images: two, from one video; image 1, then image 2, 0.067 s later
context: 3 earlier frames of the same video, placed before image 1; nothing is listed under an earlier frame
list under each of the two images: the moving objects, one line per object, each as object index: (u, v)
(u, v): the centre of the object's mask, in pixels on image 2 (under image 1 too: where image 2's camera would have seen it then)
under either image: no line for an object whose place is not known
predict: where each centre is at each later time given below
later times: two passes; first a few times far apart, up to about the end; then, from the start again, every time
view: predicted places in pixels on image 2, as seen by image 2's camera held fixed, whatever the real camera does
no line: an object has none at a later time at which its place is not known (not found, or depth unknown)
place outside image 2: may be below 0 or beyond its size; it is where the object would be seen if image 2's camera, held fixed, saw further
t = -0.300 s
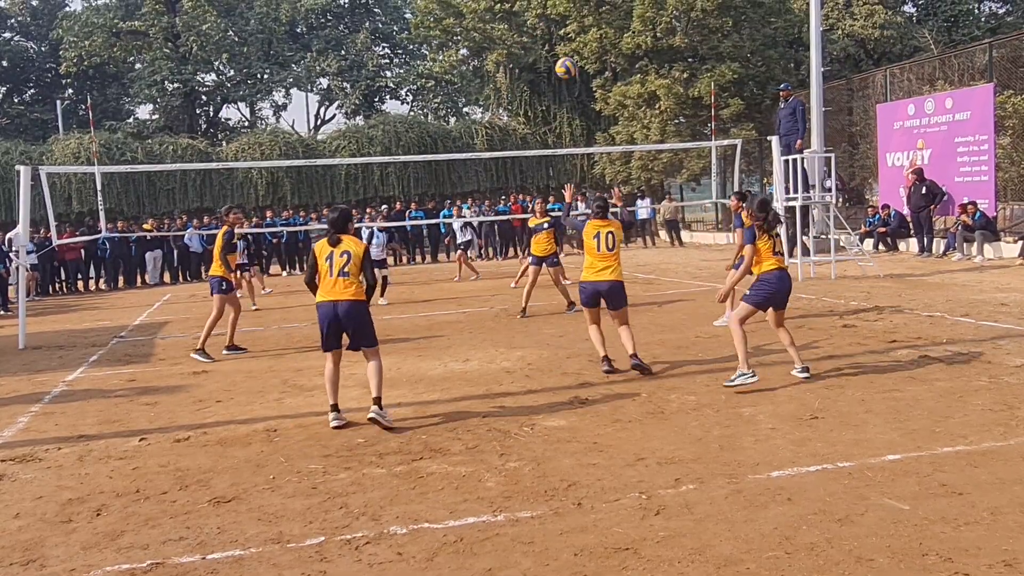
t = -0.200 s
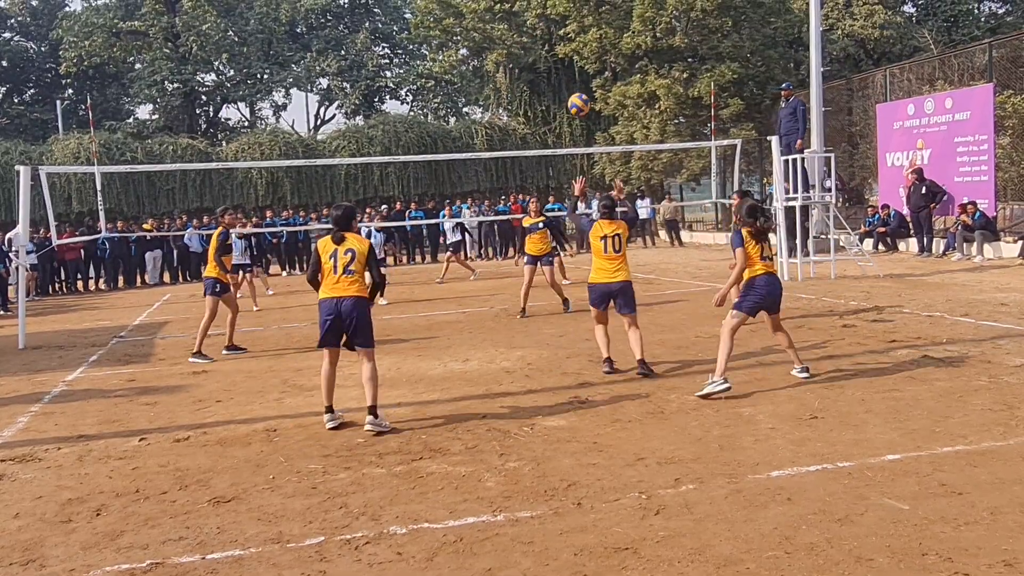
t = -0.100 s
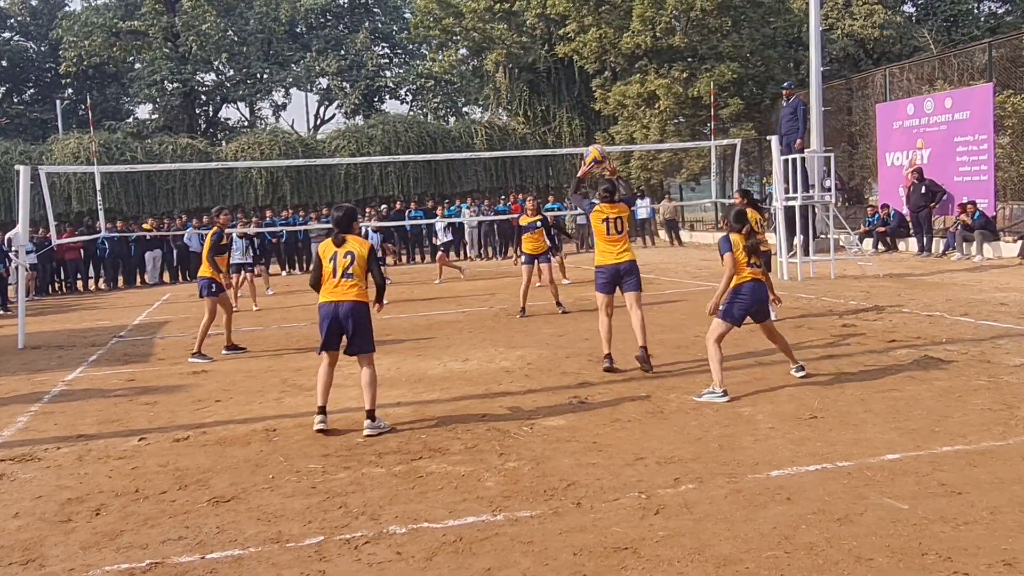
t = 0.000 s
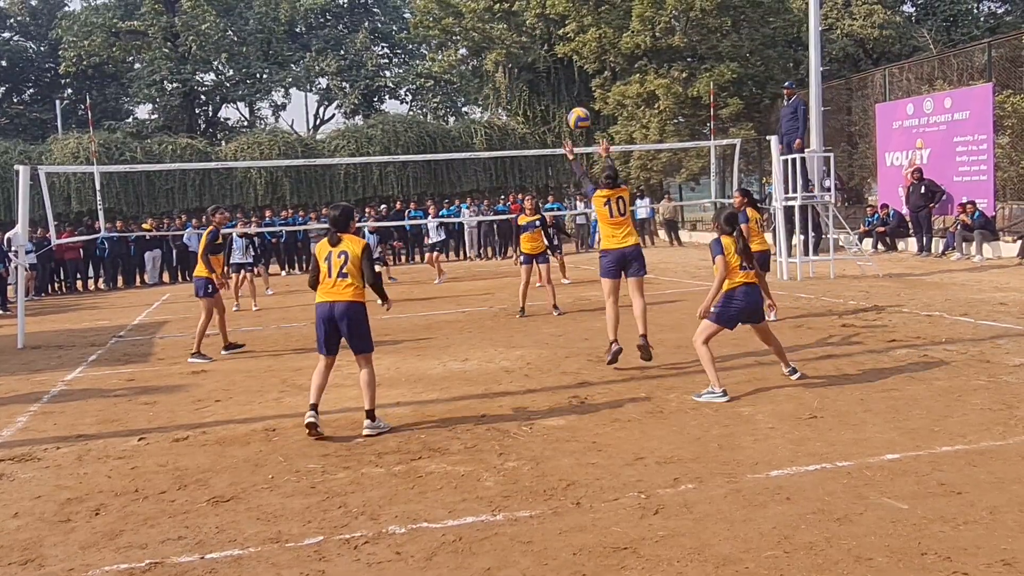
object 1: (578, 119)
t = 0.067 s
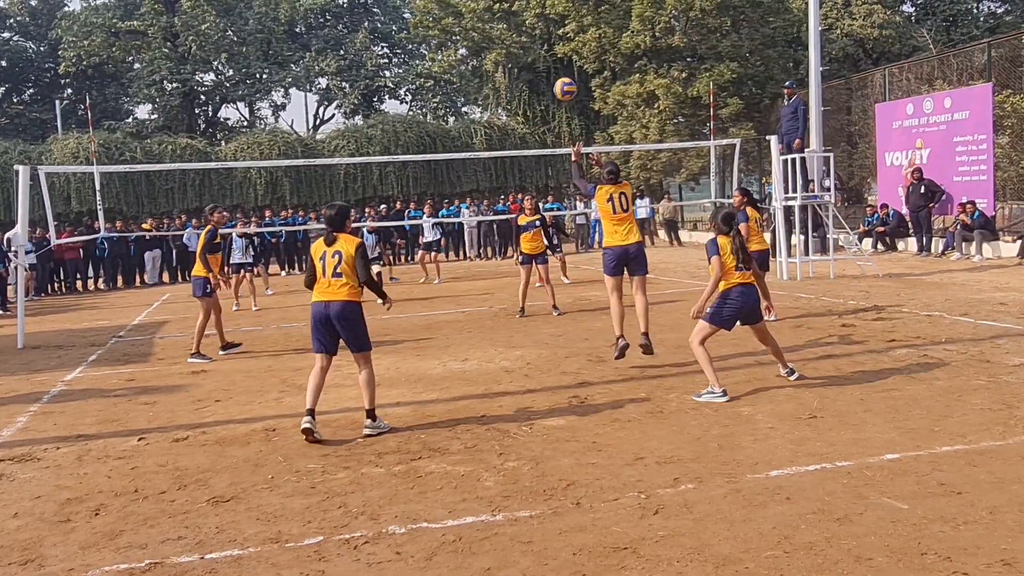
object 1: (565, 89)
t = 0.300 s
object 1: (525, 31)
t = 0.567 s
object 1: (493, 31)
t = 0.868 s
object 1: (470, 93)
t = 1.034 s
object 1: (461, 149)
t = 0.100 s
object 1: (558, 76)
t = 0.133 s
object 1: (552, 65)
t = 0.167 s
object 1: (546, 56)
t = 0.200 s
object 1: (540, 47)
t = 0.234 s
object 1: (535, 40)
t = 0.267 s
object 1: (529, 35)
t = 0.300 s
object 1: (525, 31)
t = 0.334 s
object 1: (520, 28)
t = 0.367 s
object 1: (516, 24)
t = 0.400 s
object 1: (512, 24)
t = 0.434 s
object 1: (508, 23)
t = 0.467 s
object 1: (504, 24)
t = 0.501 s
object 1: (500, 25)
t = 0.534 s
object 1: (497, 28)
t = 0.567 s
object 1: (493, 31)
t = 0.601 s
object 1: (490, 35)
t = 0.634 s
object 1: (487, 40)
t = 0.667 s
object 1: (485, 45)
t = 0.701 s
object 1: (482, 51)
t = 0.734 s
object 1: (479, 58)
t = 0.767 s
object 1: (477, 66)
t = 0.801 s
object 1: (474, 74)
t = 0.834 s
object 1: (472, 83)
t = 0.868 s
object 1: (470, 93)
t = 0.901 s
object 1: (468, 103)
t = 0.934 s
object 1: (466, 113)
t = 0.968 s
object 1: (464, 125)
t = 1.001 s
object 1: (463, 137)
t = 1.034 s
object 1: (461, 149)
